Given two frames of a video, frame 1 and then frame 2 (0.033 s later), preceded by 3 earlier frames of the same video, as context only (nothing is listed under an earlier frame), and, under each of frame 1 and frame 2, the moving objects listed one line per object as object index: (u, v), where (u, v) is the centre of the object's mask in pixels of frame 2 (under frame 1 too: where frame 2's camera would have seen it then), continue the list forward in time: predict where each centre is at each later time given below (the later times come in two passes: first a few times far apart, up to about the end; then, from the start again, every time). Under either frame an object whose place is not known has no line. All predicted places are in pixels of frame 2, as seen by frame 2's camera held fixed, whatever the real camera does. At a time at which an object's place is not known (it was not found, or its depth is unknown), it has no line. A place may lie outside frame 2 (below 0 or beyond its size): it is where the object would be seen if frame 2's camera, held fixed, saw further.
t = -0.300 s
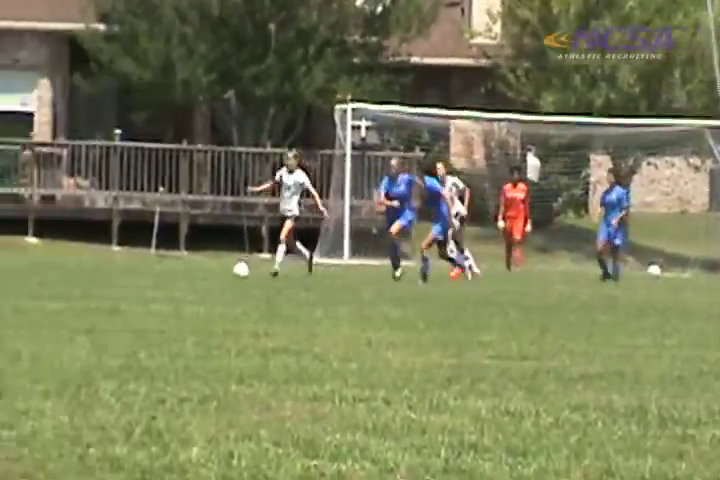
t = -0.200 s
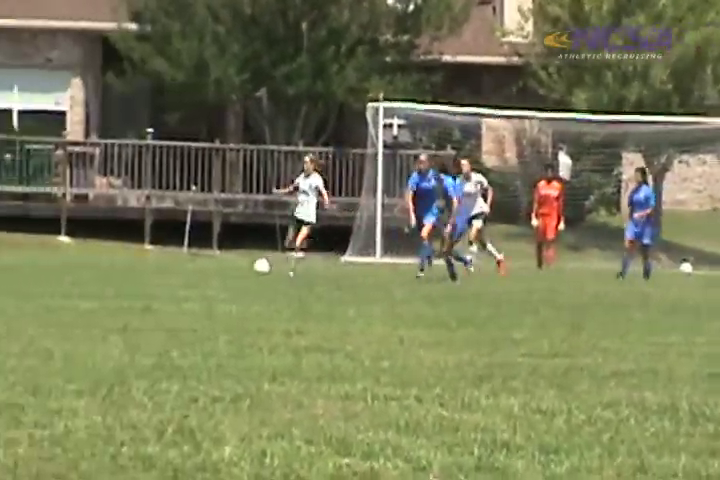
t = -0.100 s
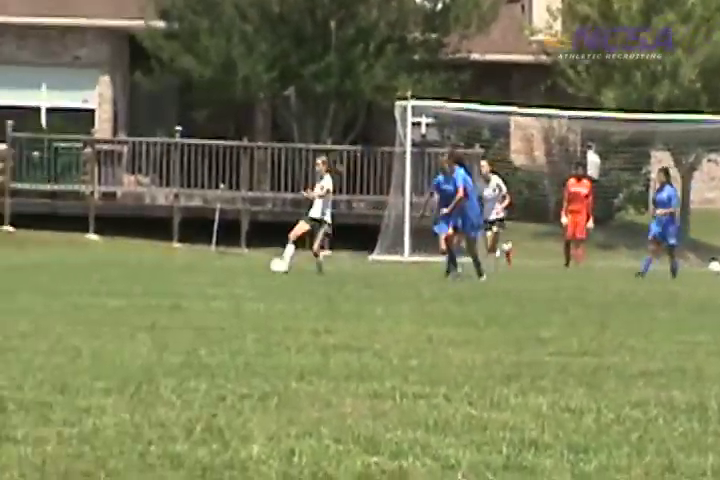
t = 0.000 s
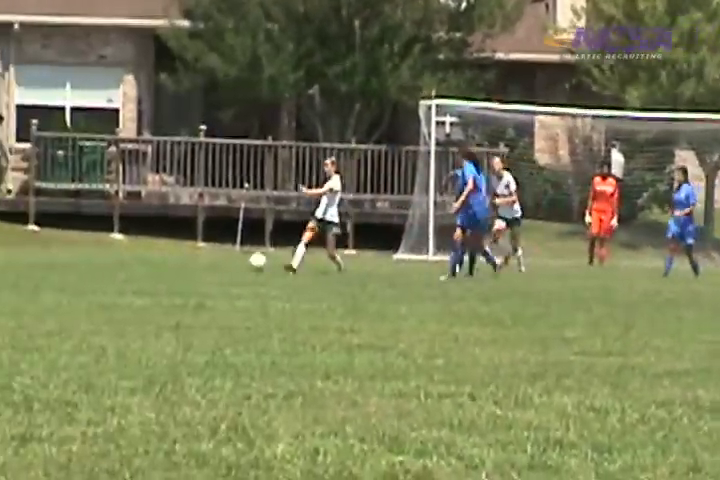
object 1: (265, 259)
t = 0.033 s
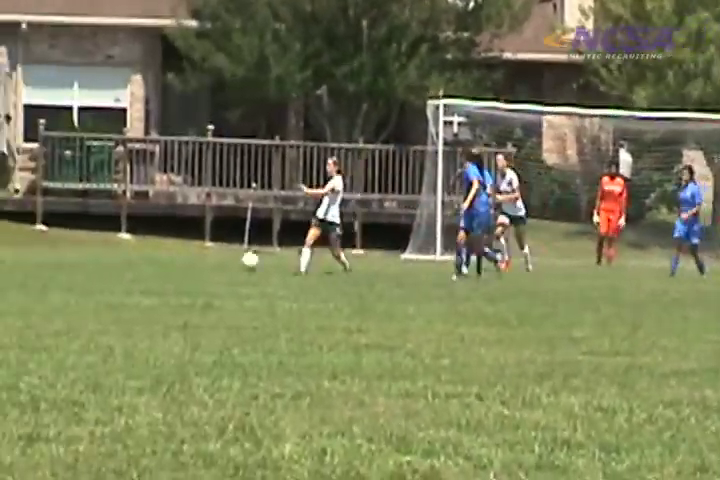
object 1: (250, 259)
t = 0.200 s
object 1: (178, 267)
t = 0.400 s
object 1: (103, 266)
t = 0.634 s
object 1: (25, 269)
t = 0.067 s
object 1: (235, 260)
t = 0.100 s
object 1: (220, 262)
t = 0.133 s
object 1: (205, 264)
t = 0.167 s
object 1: (191, 266)
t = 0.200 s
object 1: (178, 267)
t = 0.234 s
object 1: (165, 267)
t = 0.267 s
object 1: (152, 265)
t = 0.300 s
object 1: (139, 265)
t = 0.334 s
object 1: (127, 265)
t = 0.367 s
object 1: (115, 265)
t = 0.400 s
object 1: (103, 266)
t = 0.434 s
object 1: (91, 268)
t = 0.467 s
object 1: (79, 269)
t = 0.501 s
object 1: (68, 269)
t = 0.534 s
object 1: (57, 269)
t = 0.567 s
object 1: (46, 269)
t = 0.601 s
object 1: (36, 269)
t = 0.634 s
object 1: (25, 269)
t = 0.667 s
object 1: (15, 269)
